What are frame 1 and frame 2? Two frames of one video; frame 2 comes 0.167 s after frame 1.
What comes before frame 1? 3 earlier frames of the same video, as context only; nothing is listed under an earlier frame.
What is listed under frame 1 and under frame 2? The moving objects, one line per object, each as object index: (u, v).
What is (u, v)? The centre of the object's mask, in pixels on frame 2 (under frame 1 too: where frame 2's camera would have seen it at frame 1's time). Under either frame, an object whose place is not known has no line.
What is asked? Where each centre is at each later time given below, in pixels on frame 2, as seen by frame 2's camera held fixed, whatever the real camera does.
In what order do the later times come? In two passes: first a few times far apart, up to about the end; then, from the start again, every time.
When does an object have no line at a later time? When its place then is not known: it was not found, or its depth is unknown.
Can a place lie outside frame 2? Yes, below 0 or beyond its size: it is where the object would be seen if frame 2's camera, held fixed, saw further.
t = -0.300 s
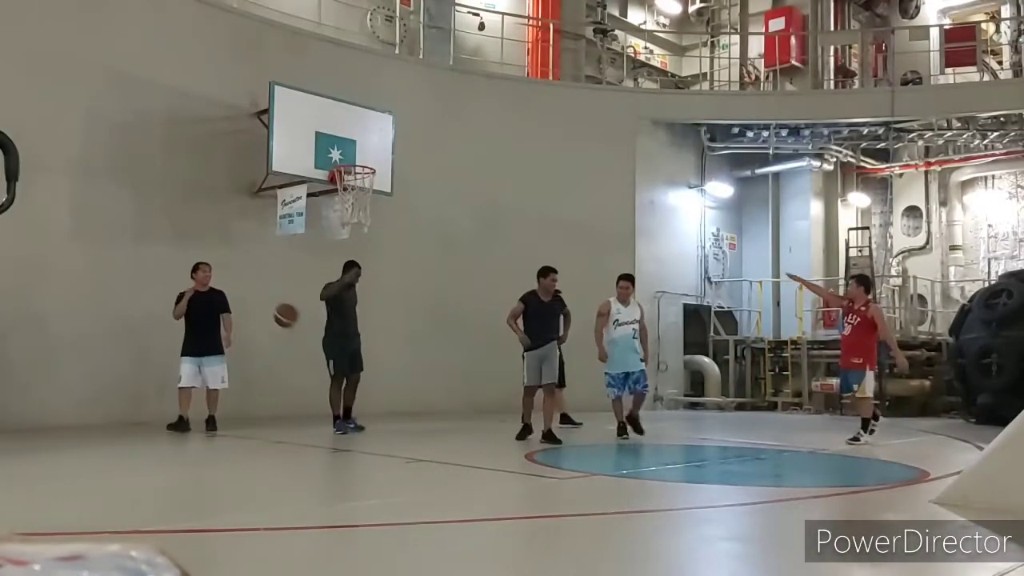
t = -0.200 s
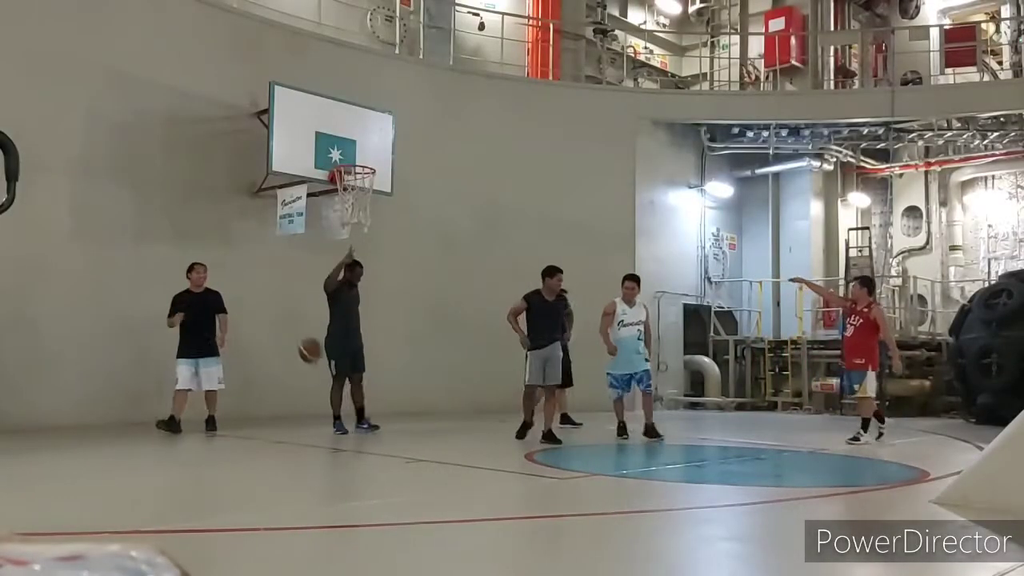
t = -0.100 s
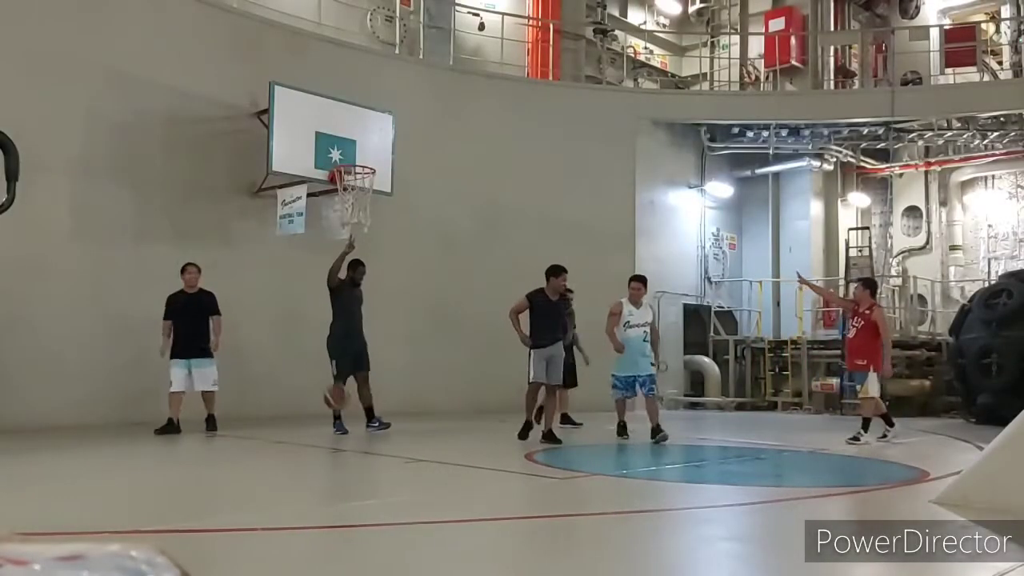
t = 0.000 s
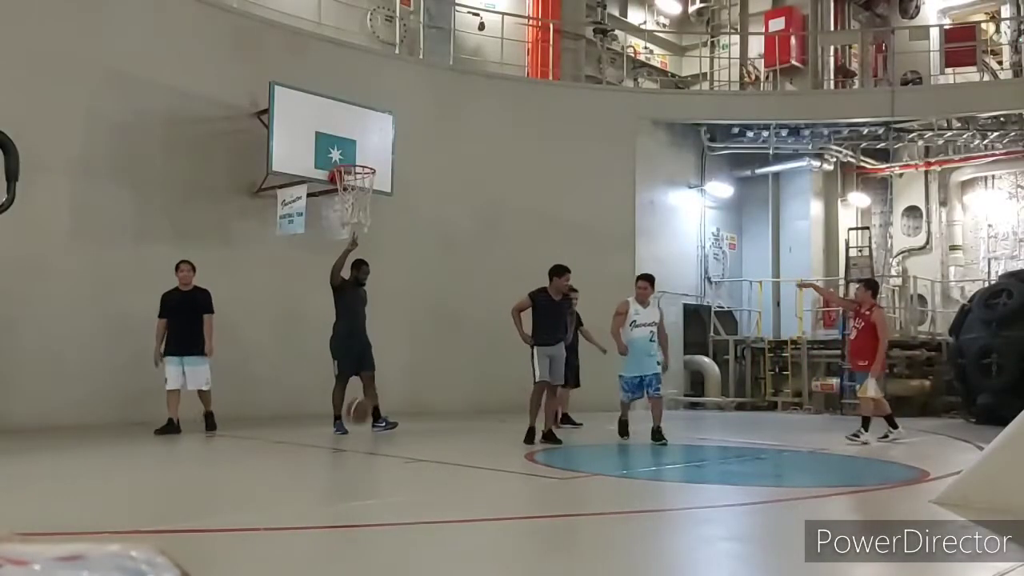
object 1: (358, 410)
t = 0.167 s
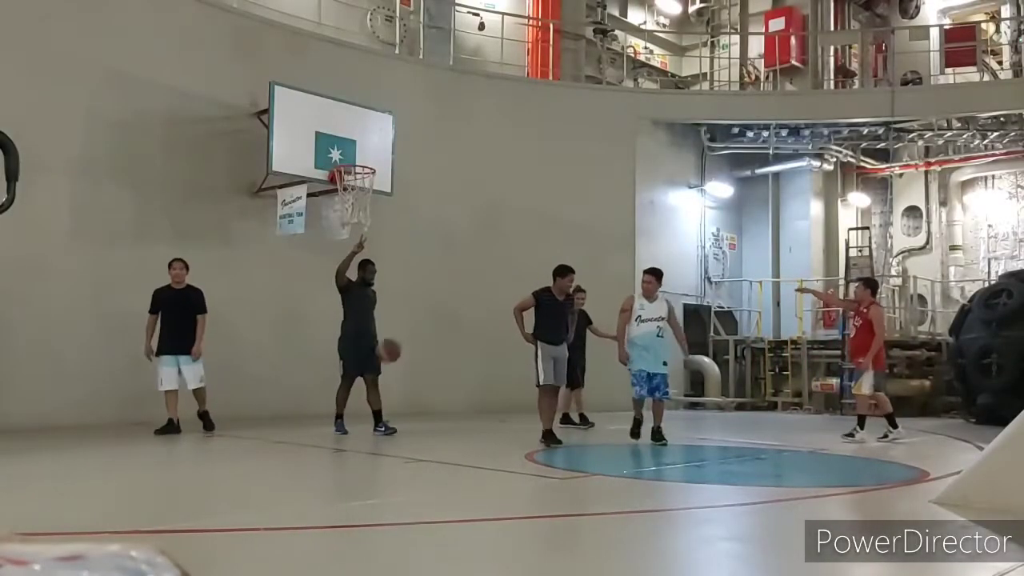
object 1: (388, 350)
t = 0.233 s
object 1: (400, 334)
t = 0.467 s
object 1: (441, 312)
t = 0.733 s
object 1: (489, 358)
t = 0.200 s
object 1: (394, 342)
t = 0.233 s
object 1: (400, 334)
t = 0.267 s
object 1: (406, 327)
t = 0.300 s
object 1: (412, 321)
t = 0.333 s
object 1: (418, 317)
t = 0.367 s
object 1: (424, 314)
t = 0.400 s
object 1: (430, 312)
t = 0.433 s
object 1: (435, 311)
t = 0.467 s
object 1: (441, 312)
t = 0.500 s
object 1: (448, 313)
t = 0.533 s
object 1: (453, 316)
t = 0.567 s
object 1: (459, 320)
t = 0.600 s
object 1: (465, 325)
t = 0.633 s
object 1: (471, 332)
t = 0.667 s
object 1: (477, 339)
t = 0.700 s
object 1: (483, 348)
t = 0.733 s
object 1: (489, 358)
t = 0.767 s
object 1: (495, 370)
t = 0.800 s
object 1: (501, 384)
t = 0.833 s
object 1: (508, 398)
